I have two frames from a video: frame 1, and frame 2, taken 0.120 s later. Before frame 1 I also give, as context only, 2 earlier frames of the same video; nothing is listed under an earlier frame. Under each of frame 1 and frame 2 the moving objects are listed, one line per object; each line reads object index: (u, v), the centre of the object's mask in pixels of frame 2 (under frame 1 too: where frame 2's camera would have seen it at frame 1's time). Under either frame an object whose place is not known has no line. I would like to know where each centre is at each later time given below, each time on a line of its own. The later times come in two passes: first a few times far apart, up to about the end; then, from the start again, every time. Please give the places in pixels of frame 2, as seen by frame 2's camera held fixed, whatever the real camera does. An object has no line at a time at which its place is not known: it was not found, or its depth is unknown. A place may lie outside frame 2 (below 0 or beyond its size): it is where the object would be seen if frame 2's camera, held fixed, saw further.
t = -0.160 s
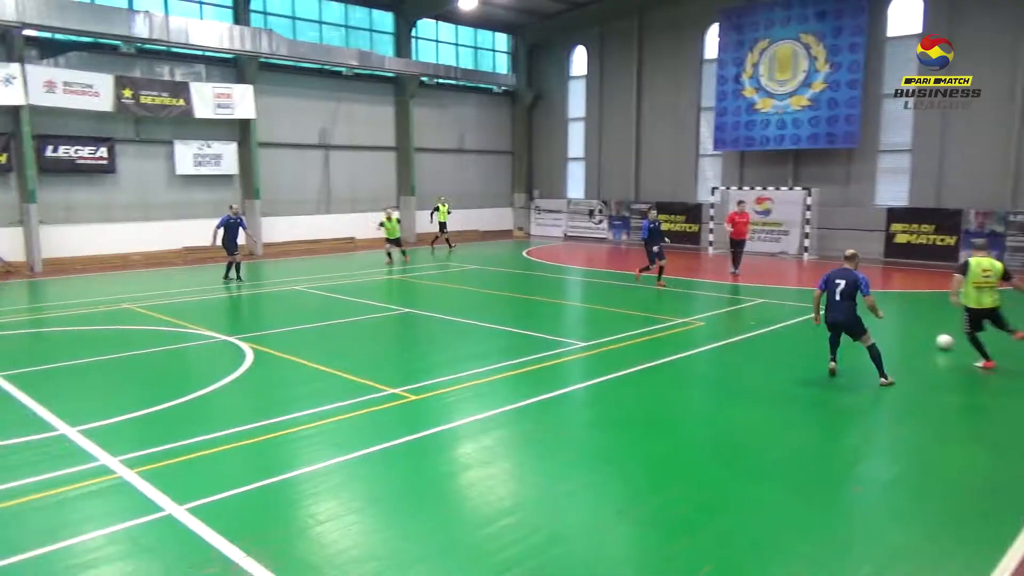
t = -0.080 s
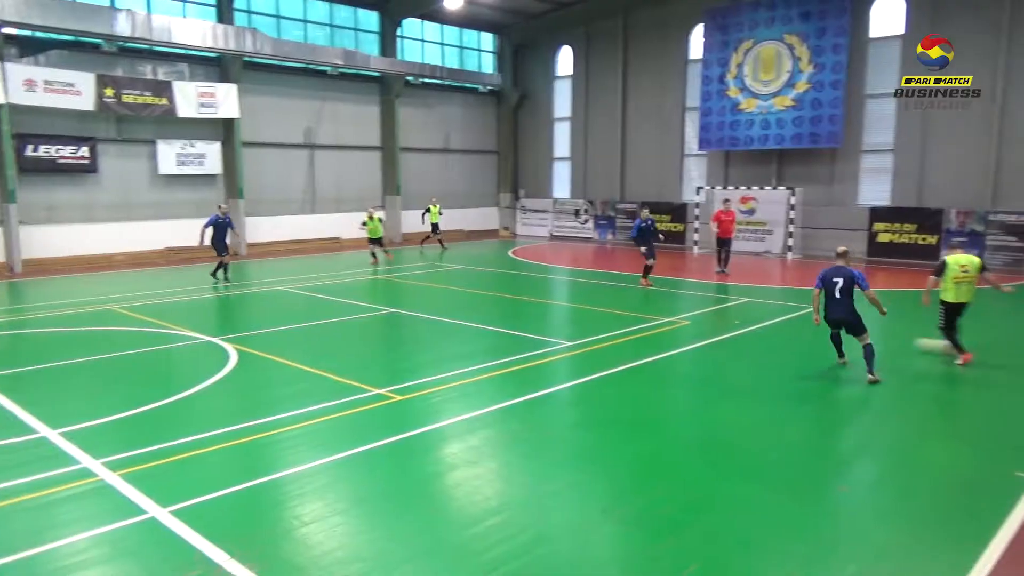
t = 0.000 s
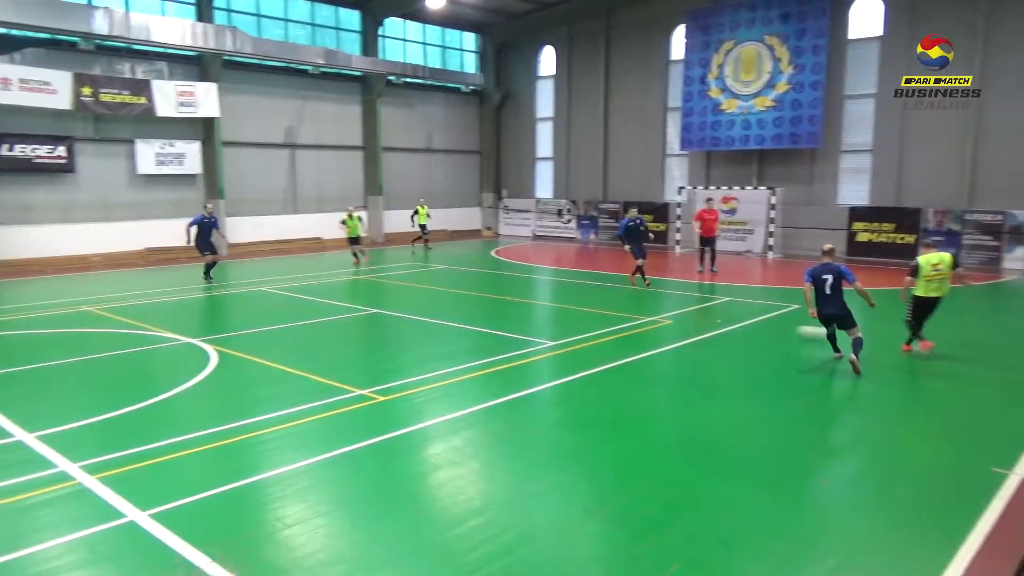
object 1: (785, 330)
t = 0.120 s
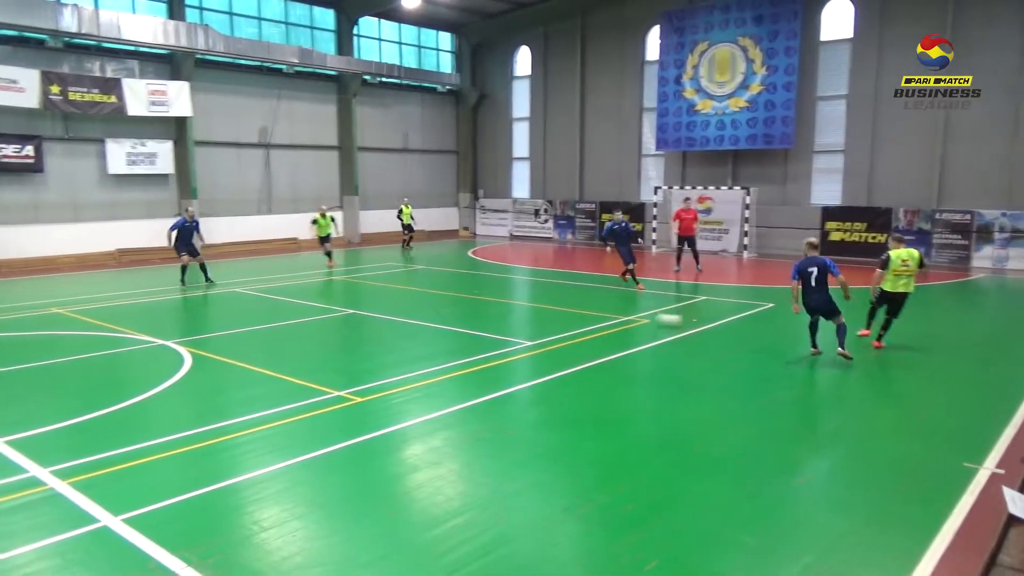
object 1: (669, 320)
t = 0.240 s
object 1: (571, 311)
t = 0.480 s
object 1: (424, 298)
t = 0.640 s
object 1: (351, 291)
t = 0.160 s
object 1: (634, 317)
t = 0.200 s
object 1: (601, 314)
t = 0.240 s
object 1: (571, 311)
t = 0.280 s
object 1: (542, 309)
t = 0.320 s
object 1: (515, 306)
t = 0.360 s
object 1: (490, 304)
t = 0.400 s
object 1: (467, 302)
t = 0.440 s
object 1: (445, 300)
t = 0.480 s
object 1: (424, 298)
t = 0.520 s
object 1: (404, 296)
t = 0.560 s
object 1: (385, 294)
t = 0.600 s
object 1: (368, 292)
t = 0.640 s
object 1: (351, 291)
